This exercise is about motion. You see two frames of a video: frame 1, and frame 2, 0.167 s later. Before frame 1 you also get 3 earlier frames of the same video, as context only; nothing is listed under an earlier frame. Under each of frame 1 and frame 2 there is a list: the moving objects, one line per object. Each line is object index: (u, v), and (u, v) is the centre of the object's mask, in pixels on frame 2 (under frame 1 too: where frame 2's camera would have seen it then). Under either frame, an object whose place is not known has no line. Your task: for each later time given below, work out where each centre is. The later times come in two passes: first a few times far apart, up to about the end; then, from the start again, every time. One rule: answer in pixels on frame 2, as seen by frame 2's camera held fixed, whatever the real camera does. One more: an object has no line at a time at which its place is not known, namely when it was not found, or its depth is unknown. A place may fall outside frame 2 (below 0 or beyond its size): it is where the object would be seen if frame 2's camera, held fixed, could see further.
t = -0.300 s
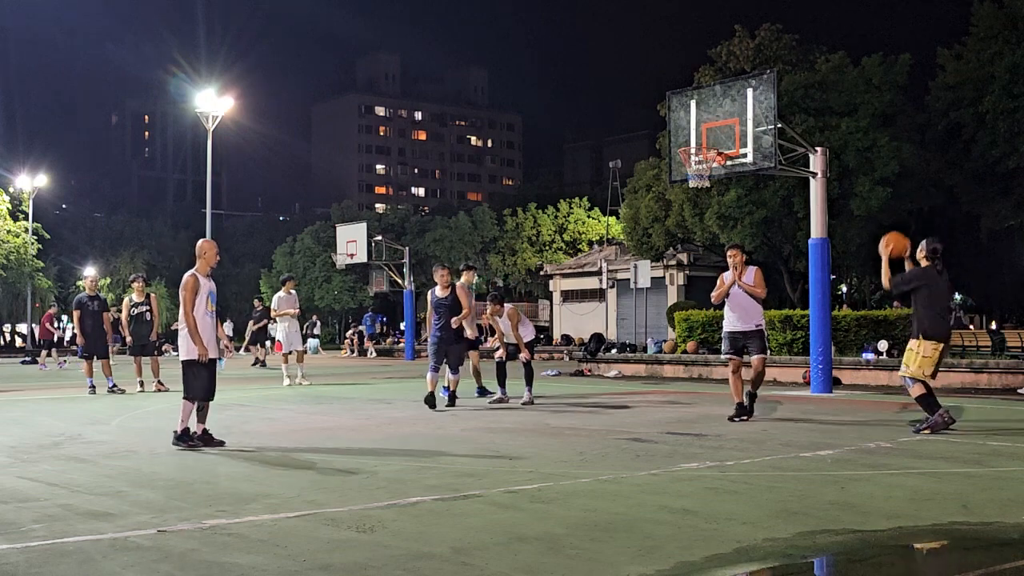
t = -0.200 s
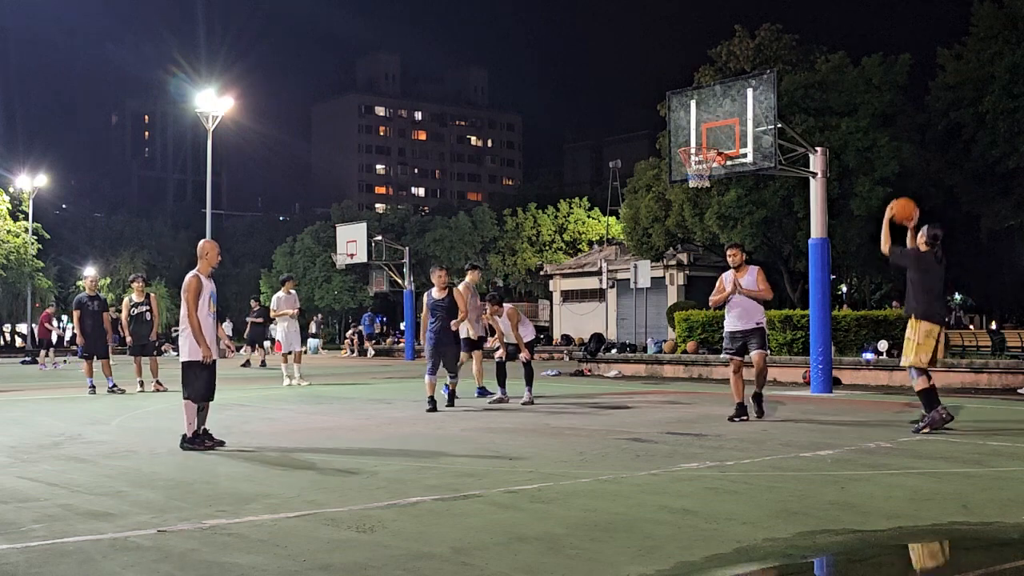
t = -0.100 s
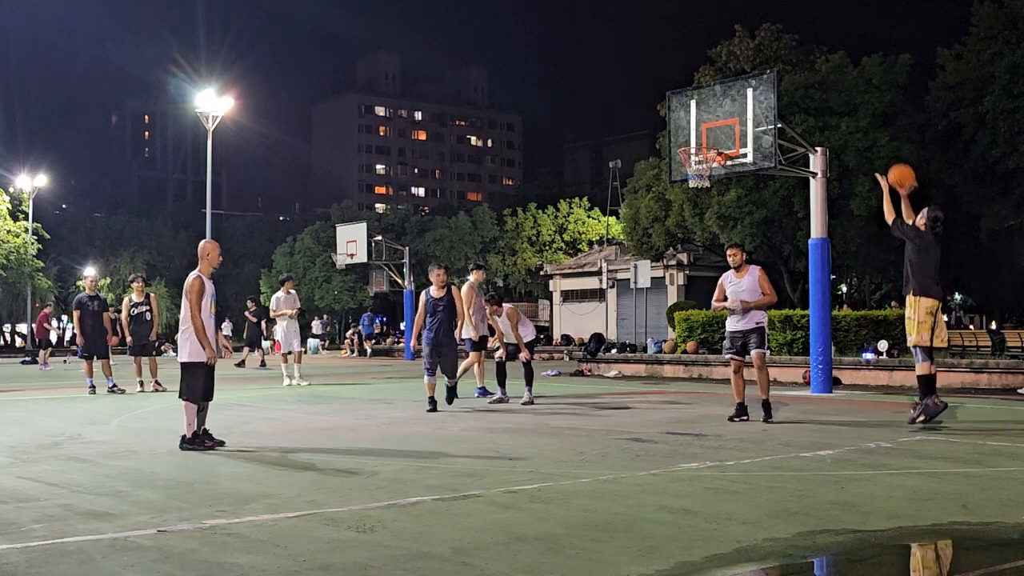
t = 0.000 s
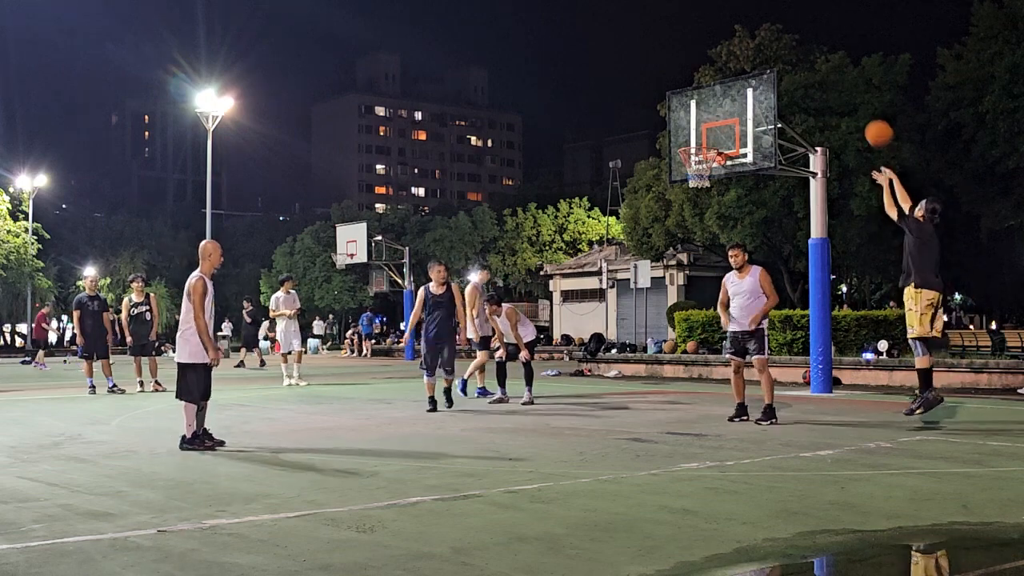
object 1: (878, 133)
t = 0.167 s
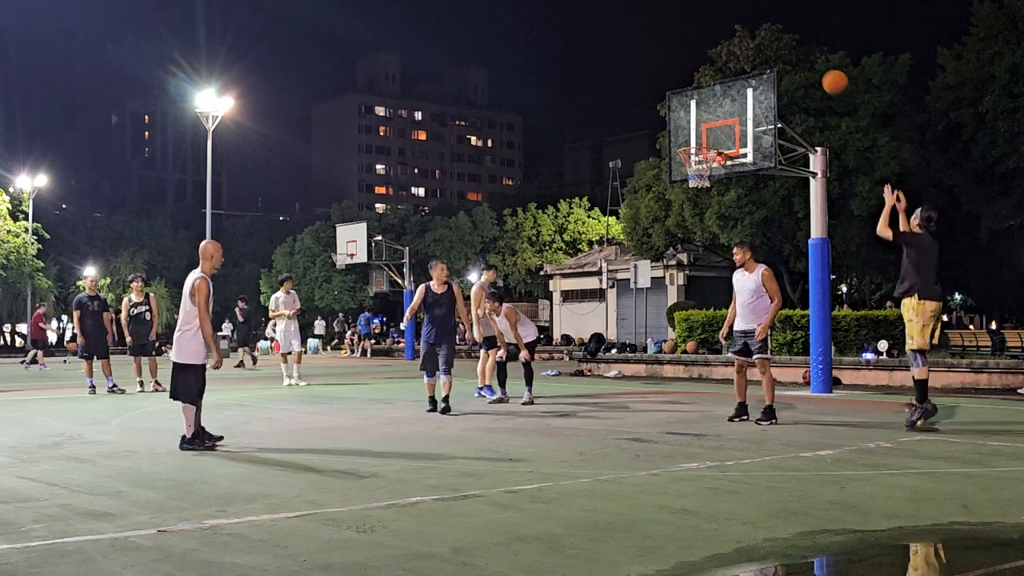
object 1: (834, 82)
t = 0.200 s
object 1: (827, 75)
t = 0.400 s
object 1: (783, 60)
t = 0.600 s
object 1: (743, 79)
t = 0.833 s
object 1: (704, 137)
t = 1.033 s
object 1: (709, 139)
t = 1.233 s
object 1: (721, 126)
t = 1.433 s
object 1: (733, 142)
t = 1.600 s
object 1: (743, 180)
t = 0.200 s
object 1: (827, 75)
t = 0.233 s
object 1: (819, 70)
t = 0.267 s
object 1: (811, 66)
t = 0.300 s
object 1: (804, 63)
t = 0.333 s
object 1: (796, 61)
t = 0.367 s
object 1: (789, 60)
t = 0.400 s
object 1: (783, 60)
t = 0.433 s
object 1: (775, 61)
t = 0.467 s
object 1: (769, 62)
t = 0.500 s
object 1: (762, 65)
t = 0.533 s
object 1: (756, 68)
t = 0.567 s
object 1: (750, 73)
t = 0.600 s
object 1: (743, 79)
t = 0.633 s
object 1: (738, 85)
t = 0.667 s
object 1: (732, 91)
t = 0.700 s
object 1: (726, 100)
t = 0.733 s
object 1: (720, 108)
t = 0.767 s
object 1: (714, 117)
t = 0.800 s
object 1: (710, 126)
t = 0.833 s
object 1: (704, 137)
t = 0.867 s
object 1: (700, 140)
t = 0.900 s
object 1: (694, 146)
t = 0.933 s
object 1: (692, 148)
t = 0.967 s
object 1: (696, 145)
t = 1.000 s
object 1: (704, 140)
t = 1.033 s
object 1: (709, 139)
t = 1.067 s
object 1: (712, 137)
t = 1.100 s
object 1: (714, 134)
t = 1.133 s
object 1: (716, 130)
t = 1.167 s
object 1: (718, 128)
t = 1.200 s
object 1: (719, 127)
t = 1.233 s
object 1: (721, 126)
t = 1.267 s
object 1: (723, 127)
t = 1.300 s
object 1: (725, 128)
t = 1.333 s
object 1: (726, 130)
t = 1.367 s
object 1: (729, 133)
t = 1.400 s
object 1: (731, 137)
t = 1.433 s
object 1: (733, 142)
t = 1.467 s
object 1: (734, 147)
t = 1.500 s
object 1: (737, 155)
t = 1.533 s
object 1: (739, 163)
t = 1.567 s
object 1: (741, 171)
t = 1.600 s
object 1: (743, 180)
